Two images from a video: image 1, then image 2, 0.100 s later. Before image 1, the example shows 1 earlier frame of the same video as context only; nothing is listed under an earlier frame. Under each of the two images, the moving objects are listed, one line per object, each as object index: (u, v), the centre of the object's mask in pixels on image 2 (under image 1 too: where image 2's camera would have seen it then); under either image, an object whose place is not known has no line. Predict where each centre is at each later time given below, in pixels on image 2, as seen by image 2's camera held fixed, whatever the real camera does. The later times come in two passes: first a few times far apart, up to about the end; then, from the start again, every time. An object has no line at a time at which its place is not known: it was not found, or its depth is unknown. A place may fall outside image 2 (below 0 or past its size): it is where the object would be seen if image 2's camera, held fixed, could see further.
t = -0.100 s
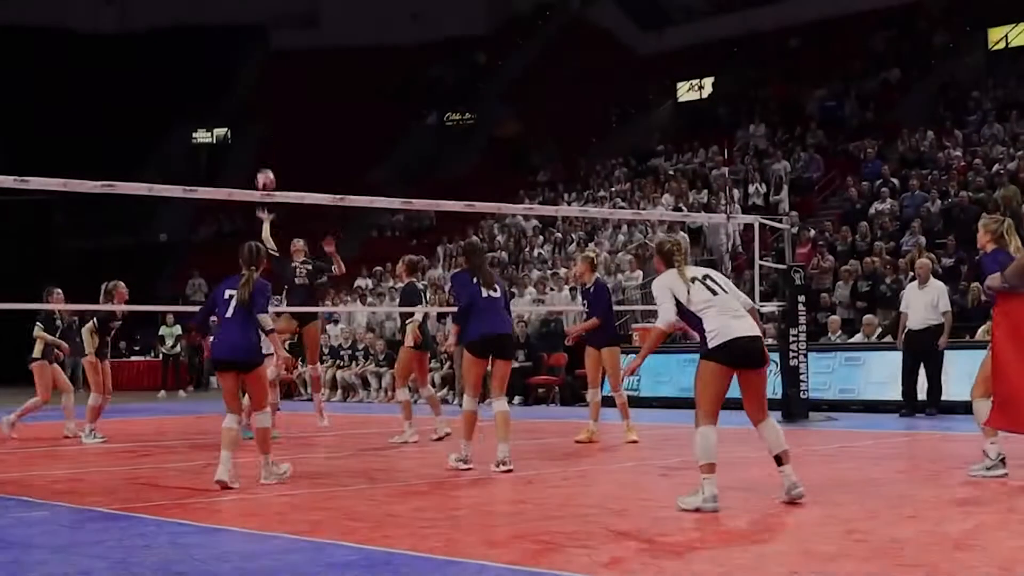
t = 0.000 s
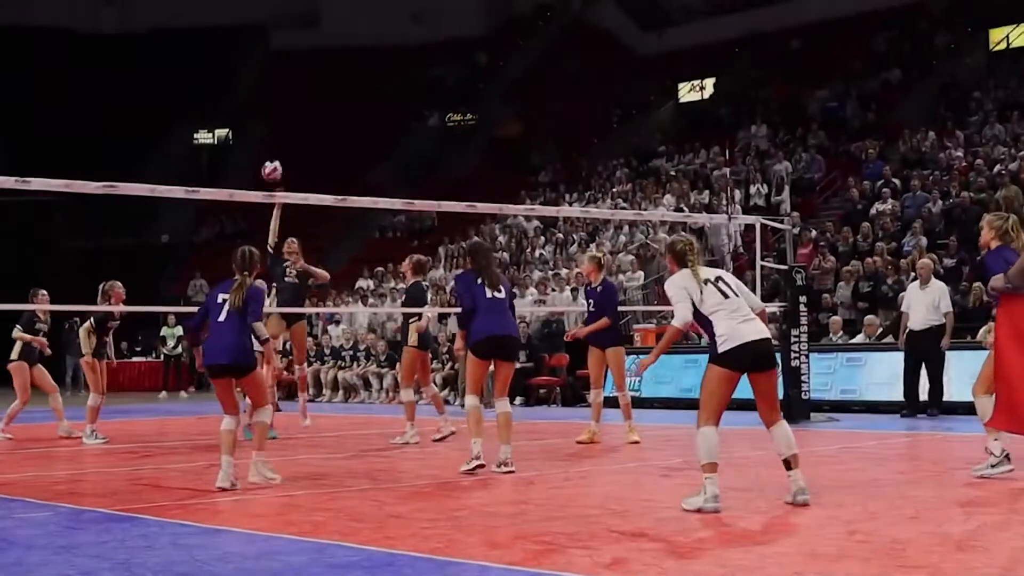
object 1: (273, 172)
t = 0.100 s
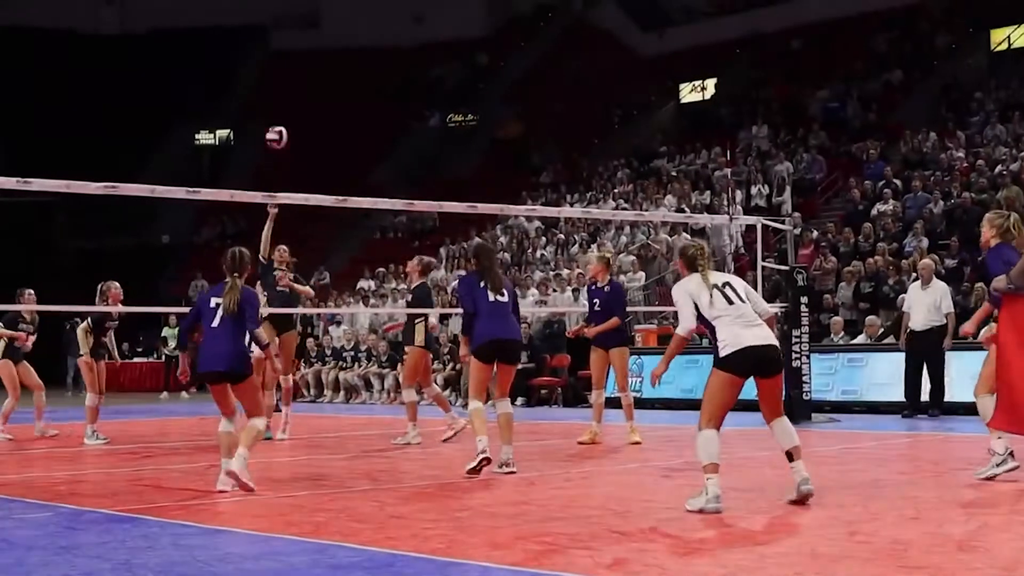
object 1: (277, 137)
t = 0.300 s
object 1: (285, 97)
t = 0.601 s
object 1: (300, 144)
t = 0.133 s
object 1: (278, 127)
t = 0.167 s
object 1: (280, 120)
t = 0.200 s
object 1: (281, 112)
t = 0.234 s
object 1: (282, 106)
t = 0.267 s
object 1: (284, 101)
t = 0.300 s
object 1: (285, 97)
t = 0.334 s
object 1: (287, 95)
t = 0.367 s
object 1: (288, 94)
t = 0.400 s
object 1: (295, 95)
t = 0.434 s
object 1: (292, 98)
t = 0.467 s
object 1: (293, 102)
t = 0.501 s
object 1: (295, 109)
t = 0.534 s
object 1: (297, 118)
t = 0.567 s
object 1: (299, 130)
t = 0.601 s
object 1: (300, 144)
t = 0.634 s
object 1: (303, 163)
